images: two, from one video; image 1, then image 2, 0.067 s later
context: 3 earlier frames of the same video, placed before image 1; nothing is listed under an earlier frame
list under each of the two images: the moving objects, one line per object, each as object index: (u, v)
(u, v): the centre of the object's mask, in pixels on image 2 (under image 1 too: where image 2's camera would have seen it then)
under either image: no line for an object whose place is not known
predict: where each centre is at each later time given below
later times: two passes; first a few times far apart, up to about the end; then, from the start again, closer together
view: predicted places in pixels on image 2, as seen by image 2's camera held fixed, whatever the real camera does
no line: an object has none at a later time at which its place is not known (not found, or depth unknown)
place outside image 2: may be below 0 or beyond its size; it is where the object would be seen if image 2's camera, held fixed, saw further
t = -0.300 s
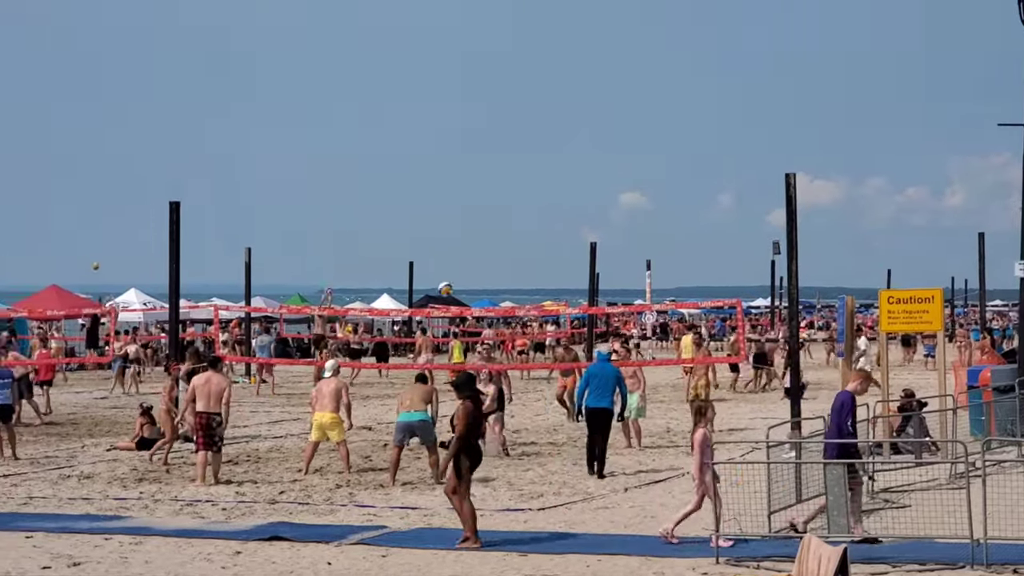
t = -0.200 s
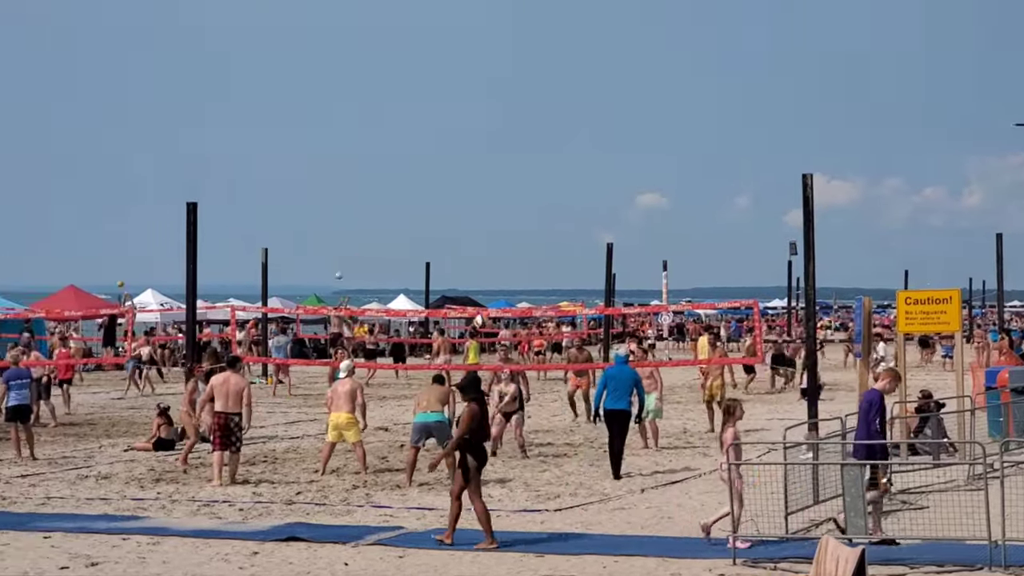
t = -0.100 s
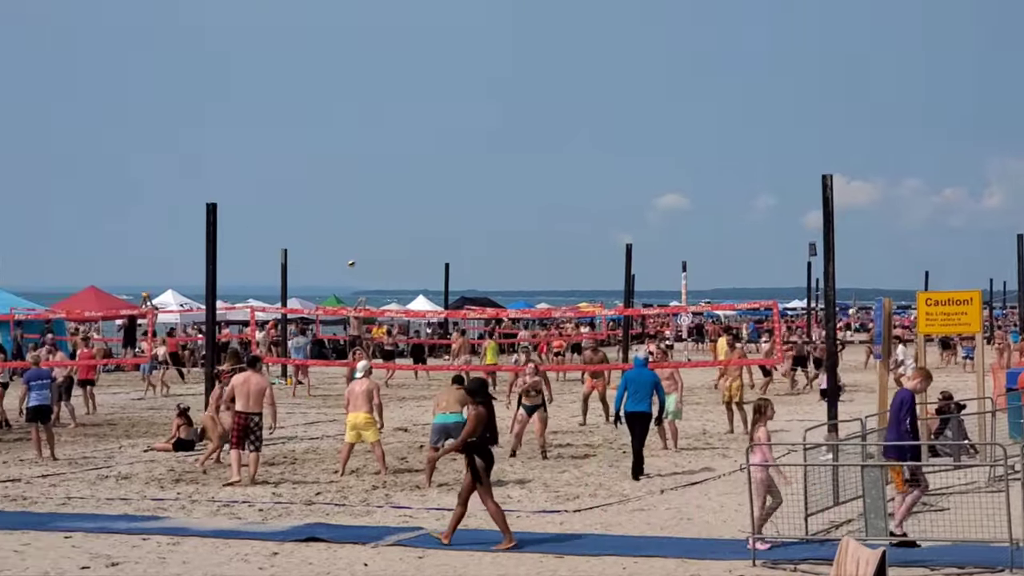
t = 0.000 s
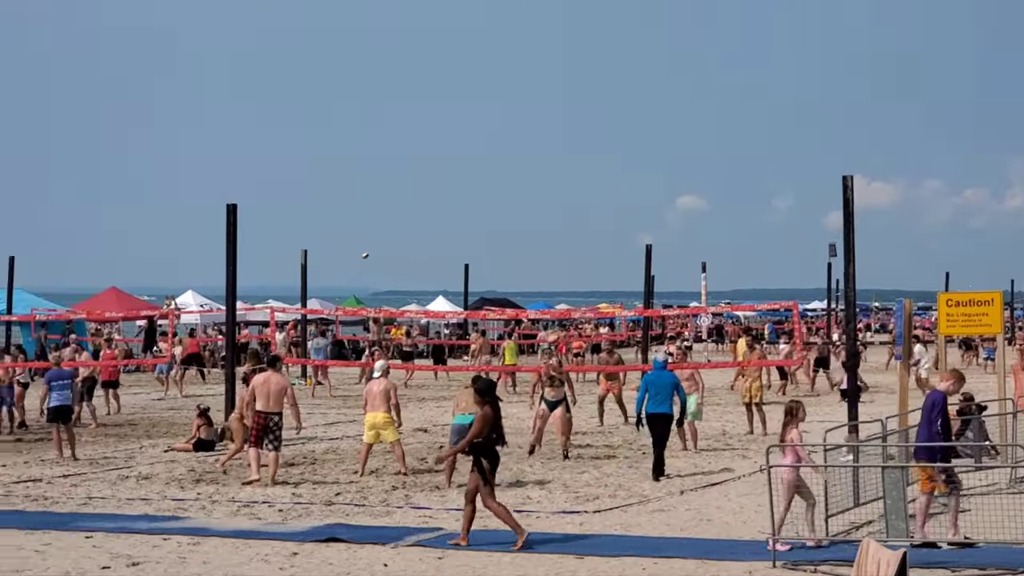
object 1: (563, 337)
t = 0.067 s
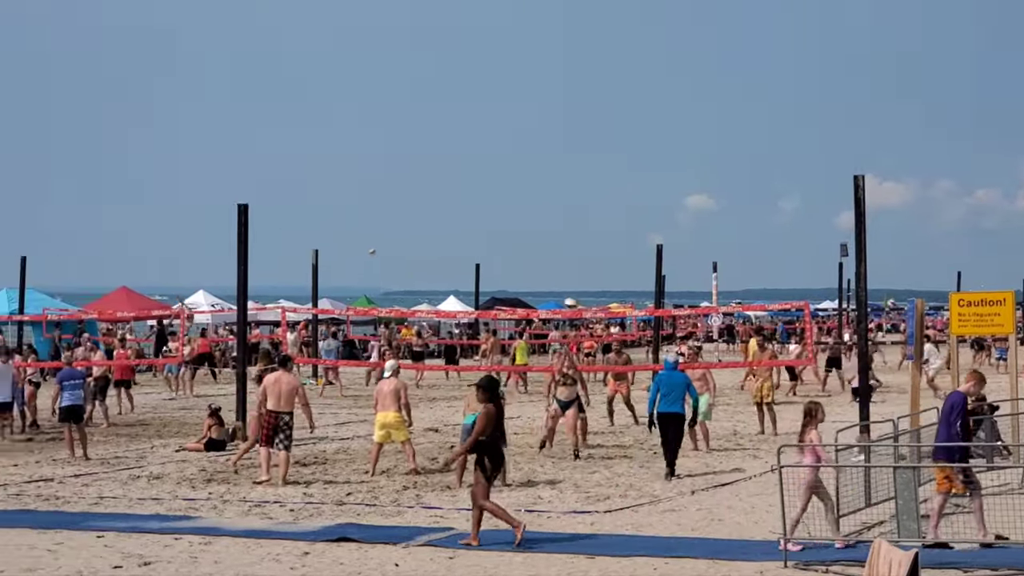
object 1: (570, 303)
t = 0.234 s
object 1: (590, 232)
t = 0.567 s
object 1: (623, 144)
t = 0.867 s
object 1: (655, 128)
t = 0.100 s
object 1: (575, 287)
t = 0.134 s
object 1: (578, 272)
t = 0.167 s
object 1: (583, 258)
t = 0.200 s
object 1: (586, 245)
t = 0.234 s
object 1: (590, 232)
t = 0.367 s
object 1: (603, 188)
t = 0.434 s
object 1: (610, 171)
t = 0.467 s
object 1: (614, 163)
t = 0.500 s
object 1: (617, 156)
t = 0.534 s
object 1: (620, 150)
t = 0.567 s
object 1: (623, 144)
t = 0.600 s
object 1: (628, 139)
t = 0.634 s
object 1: (632, 136)
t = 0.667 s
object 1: (635, 132)
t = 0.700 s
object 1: (638, 130)
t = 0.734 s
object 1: (642, 127)
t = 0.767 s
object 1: (645, 127)
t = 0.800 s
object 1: (648, 126)
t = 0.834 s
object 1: (652, 127)
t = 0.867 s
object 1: (655, 128)
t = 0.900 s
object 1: (659, 130)
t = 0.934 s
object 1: (662, 133)
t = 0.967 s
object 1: (665, 136)
